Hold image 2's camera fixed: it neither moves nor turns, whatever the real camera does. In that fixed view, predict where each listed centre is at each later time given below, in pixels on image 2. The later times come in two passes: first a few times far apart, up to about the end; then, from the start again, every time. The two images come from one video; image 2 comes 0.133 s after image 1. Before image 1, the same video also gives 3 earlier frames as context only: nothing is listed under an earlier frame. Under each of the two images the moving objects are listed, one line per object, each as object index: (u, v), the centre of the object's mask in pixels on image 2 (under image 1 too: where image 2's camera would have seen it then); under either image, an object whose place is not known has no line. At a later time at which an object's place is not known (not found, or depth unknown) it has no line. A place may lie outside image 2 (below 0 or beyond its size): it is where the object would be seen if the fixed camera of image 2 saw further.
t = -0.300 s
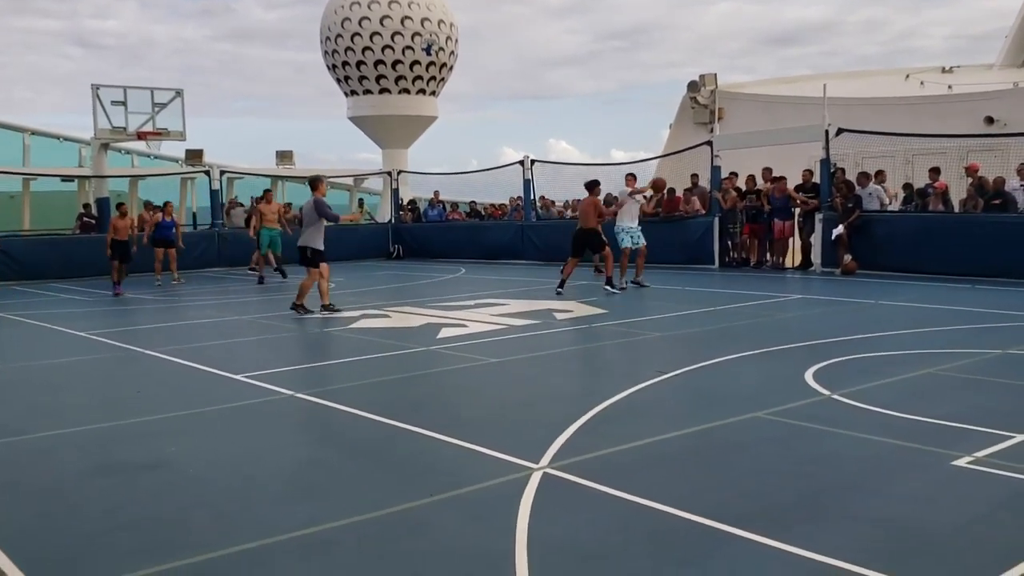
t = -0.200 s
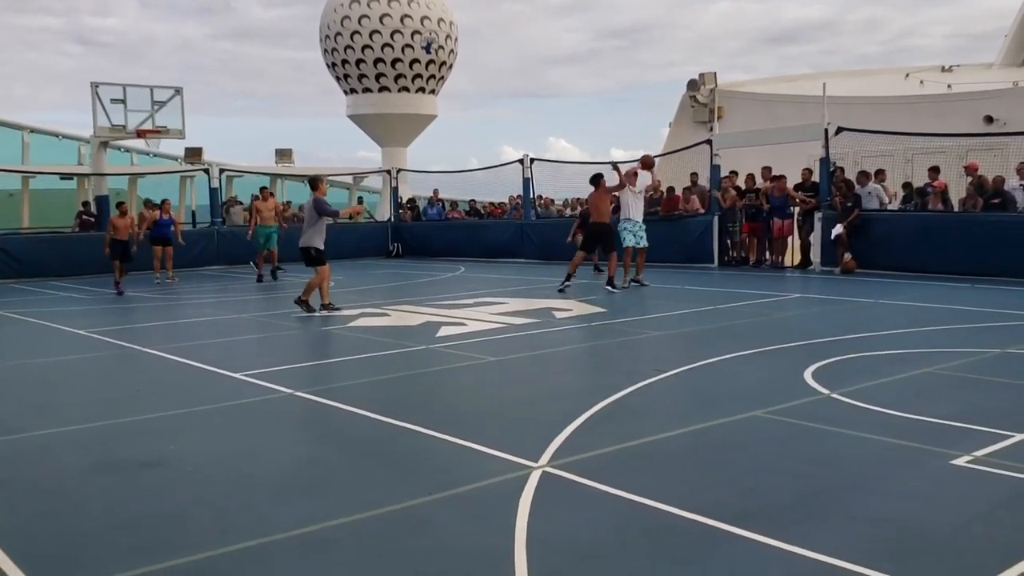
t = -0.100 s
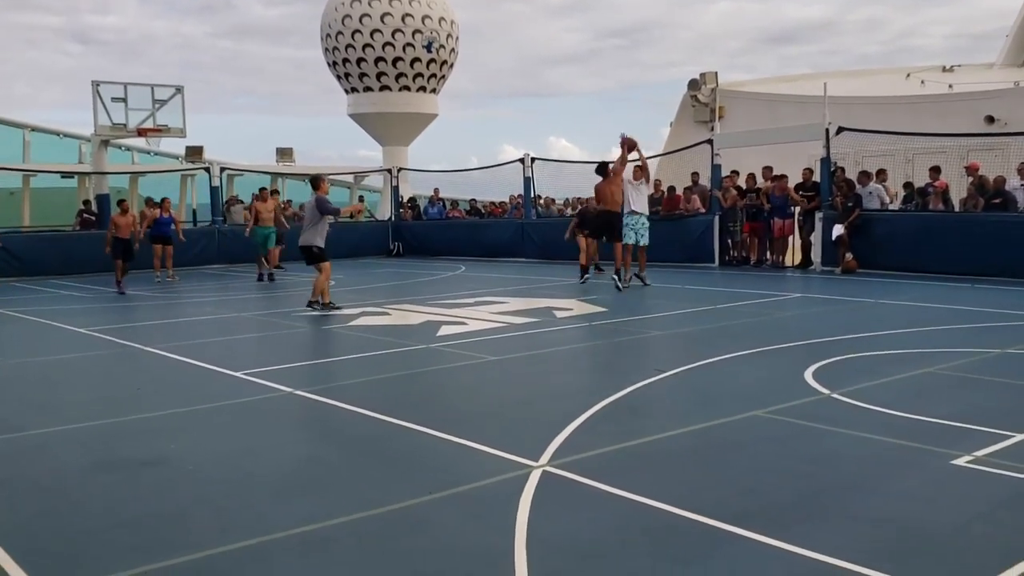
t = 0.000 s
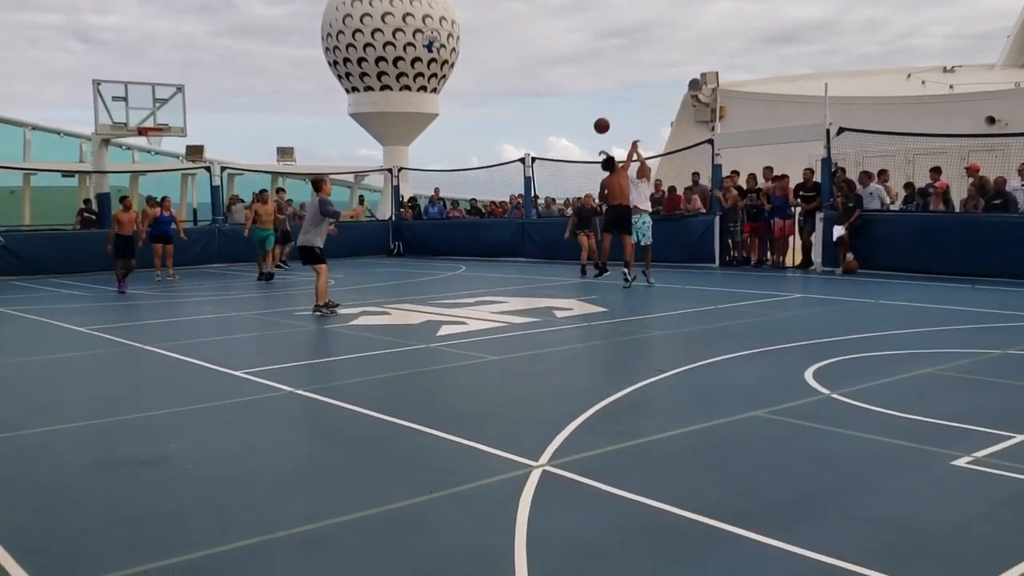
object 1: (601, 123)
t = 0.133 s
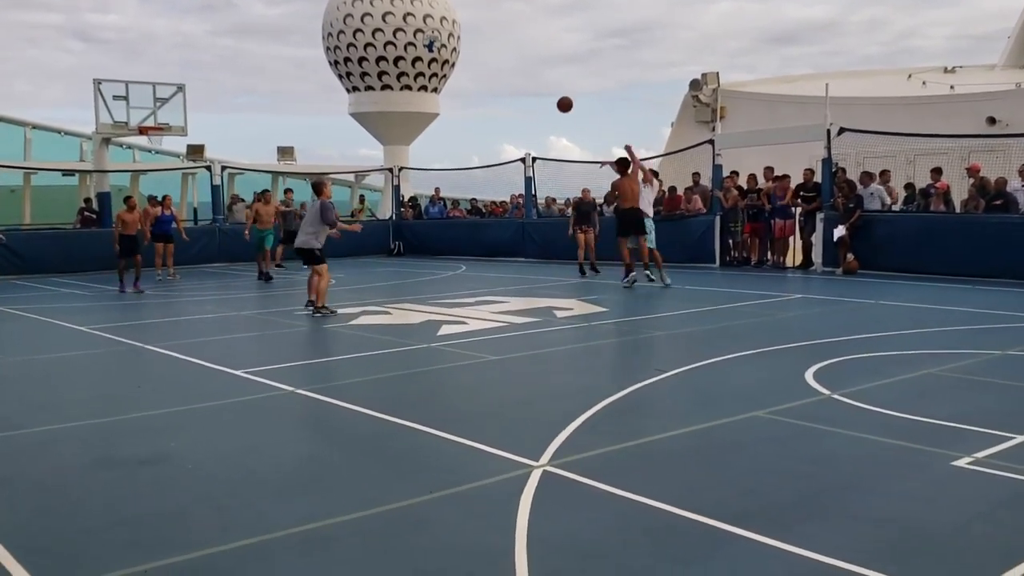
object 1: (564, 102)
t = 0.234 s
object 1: (535, 93)
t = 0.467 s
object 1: (467, 99)
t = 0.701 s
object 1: (398, 144)
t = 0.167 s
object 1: (552, 97)
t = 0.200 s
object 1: (544, 94)
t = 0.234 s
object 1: (535, 93)
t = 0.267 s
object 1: (525, 92)
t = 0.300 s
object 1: (516, 91)
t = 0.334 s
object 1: (506, 91)
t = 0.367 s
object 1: (496, 92)
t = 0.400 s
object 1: (486, 93)
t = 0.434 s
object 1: (477, 96)
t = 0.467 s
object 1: (467, 99)
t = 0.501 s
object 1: (457, 103)
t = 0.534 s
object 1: (448, 108)
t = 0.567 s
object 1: (438, 114)
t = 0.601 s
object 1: (428, 121)
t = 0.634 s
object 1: (418, 127)
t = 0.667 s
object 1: (408, 136)
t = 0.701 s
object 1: (398, 144)
